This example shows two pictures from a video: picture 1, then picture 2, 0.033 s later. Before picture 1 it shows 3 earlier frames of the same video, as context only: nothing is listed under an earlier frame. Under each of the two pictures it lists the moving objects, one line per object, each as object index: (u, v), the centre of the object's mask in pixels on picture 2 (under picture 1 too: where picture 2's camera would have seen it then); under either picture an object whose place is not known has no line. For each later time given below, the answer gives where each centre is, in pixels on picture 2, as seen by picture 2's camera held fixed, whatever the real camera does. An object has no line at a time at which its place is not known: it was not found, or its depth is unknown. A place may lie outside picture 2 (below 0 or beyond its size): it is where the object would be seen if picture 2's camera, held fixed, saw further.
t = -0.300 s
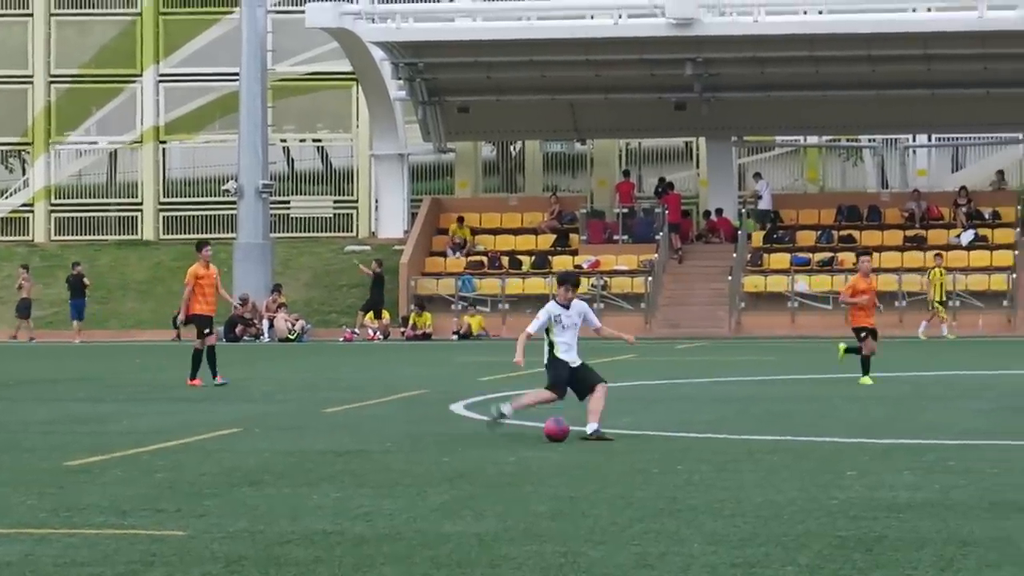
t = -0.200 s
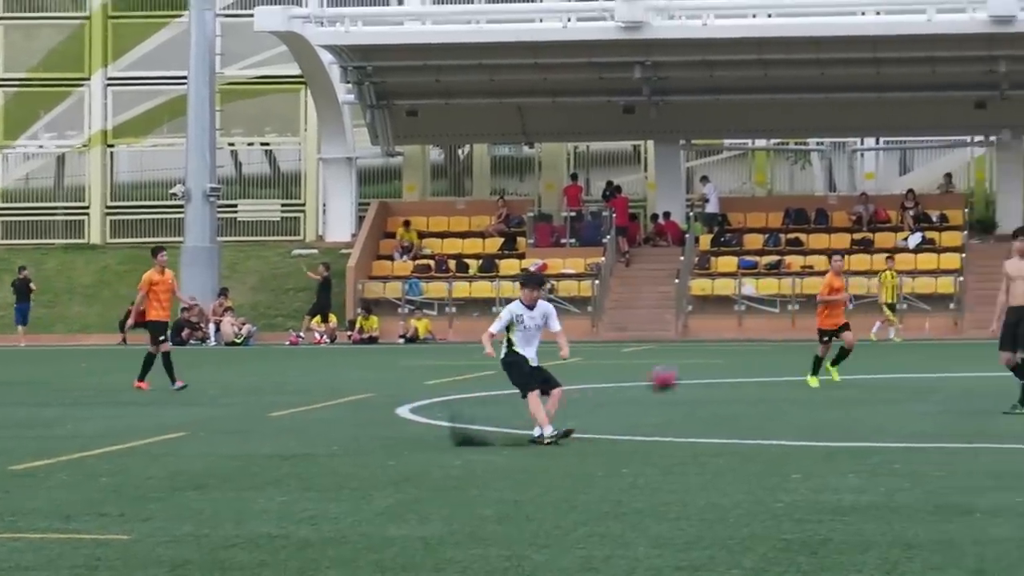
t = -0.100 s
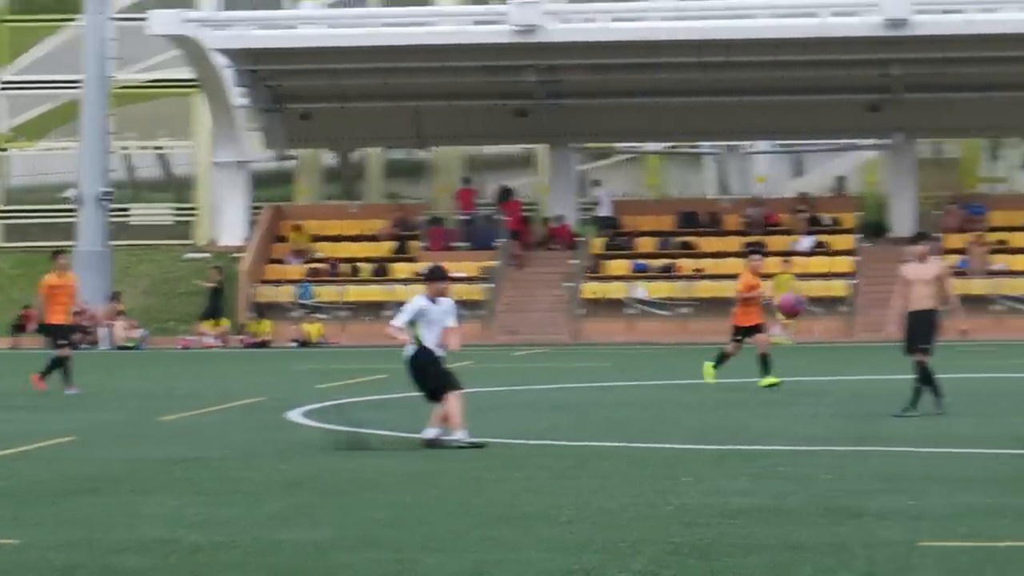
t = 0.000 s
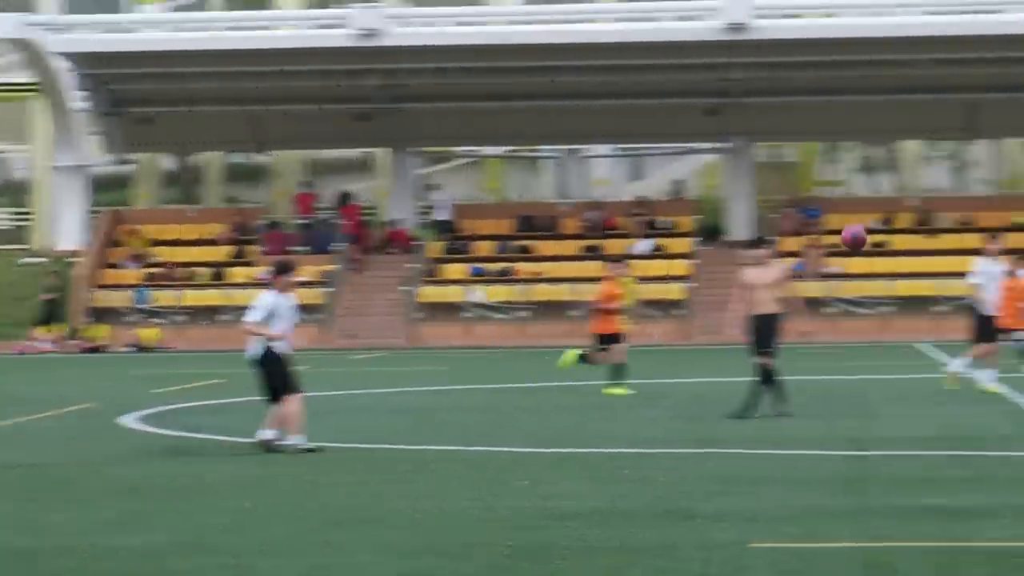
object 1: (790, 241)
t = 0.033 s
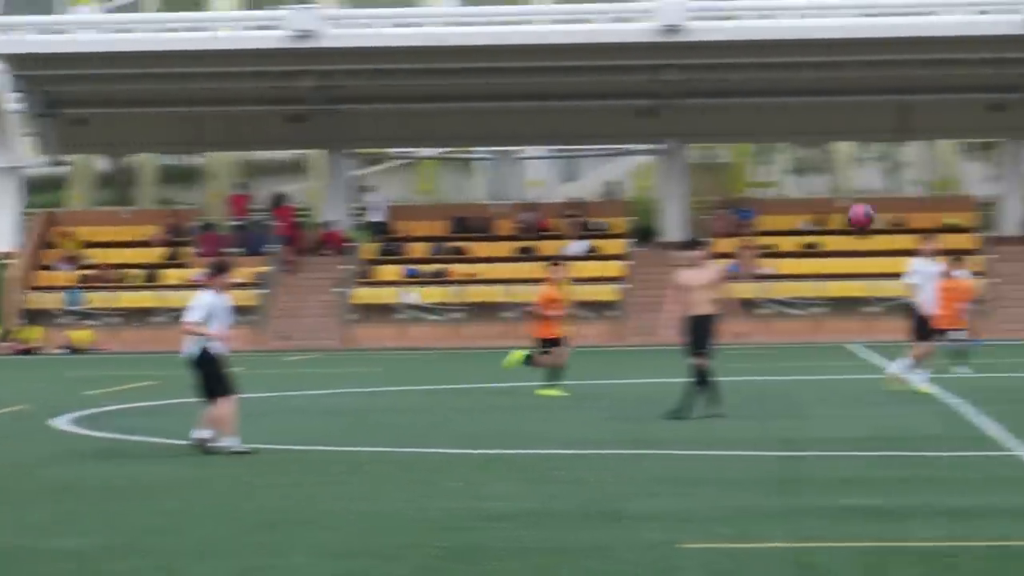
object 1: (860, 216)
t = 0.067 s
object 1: (932, 192)
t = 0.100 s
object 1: (1000, 171)
